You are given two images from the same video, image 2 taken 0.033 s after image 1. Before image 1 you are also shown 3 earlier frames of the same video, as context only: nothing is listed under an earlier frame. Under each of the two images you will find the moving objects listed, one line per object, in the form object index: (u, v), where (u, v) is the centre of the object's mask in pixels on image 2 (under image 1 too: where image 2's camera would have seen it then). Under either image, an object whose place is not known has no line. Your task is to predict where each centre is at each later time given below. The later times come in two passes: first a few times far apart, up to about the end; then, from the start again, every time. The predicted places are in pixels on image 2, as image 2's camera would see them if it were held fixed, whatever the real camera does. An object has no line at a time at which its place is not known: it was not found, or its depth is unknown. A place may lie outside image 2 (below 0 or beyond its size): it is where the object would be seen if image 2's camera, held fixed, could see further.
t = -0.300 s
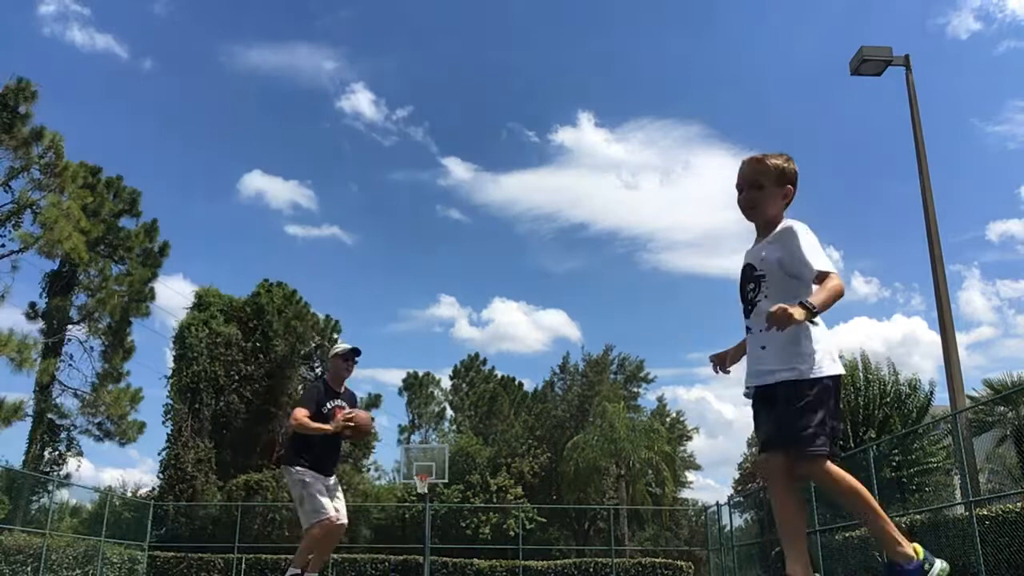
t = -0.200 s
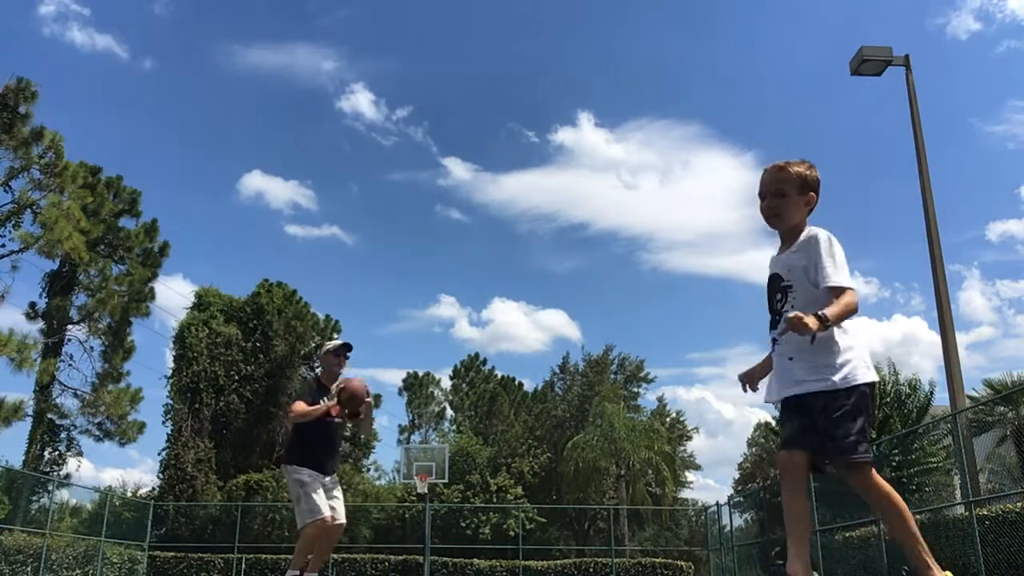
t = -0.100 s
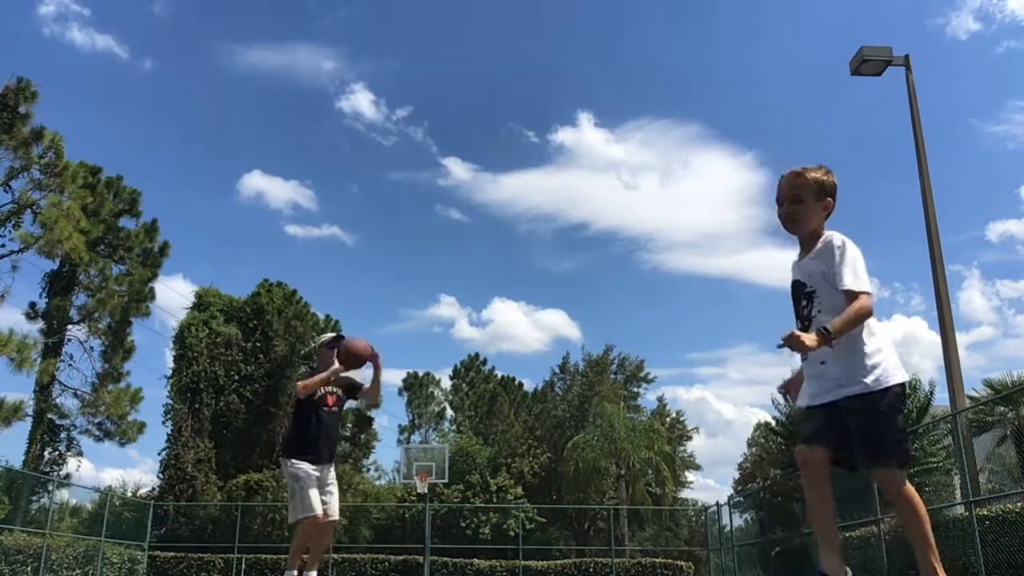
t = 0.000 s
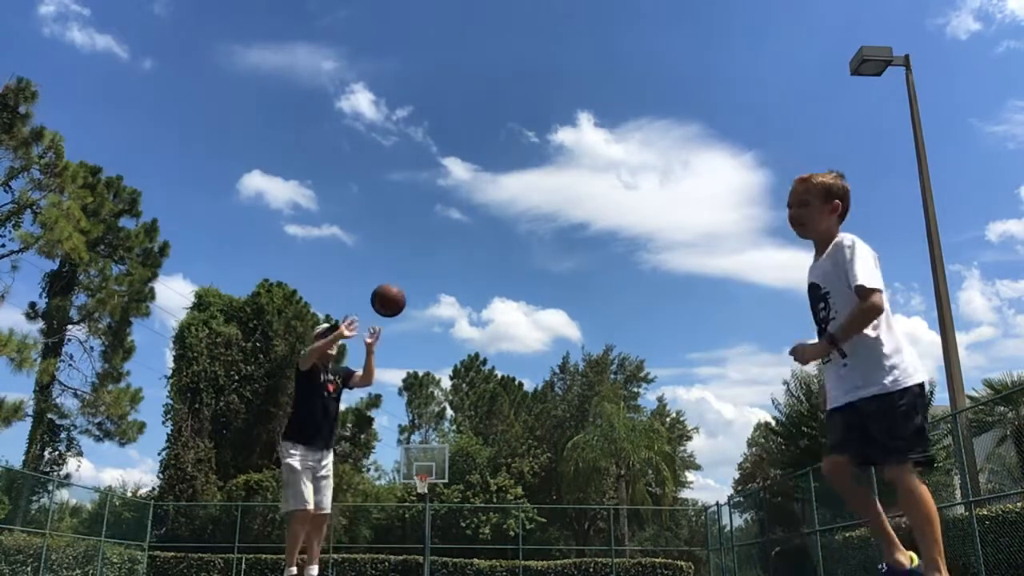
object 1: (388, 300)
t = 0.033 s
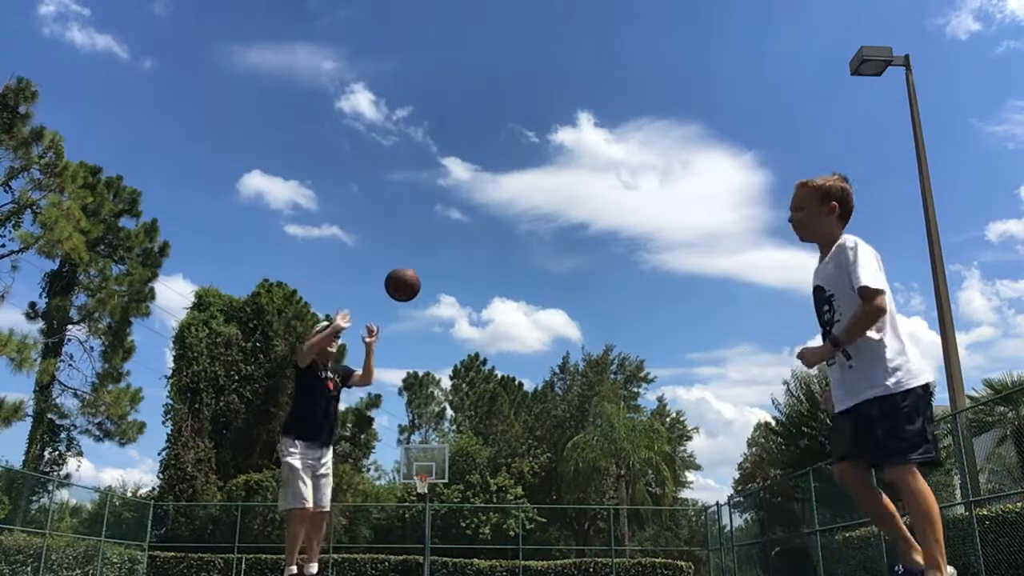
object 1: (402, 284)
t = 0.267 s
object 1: (515, 209)
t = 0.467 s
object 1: (643, 207)
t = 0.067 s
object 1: (416, 270)
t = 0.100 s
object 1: (432, 256)
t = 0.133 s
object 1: (448, 244)
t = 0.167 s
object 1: (463, 233)
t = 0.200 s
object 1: (480, 224)
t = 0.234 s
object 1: (497, 215)
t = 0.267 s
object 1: (515, 209)
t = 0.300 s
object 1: (534, 204)
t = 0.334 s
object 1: (554, 201)
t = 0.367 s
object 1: (574, 200)
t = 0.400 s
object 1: (596, 200)
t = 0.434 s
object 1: (619, 202)
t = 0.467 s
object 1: (643, 207)
